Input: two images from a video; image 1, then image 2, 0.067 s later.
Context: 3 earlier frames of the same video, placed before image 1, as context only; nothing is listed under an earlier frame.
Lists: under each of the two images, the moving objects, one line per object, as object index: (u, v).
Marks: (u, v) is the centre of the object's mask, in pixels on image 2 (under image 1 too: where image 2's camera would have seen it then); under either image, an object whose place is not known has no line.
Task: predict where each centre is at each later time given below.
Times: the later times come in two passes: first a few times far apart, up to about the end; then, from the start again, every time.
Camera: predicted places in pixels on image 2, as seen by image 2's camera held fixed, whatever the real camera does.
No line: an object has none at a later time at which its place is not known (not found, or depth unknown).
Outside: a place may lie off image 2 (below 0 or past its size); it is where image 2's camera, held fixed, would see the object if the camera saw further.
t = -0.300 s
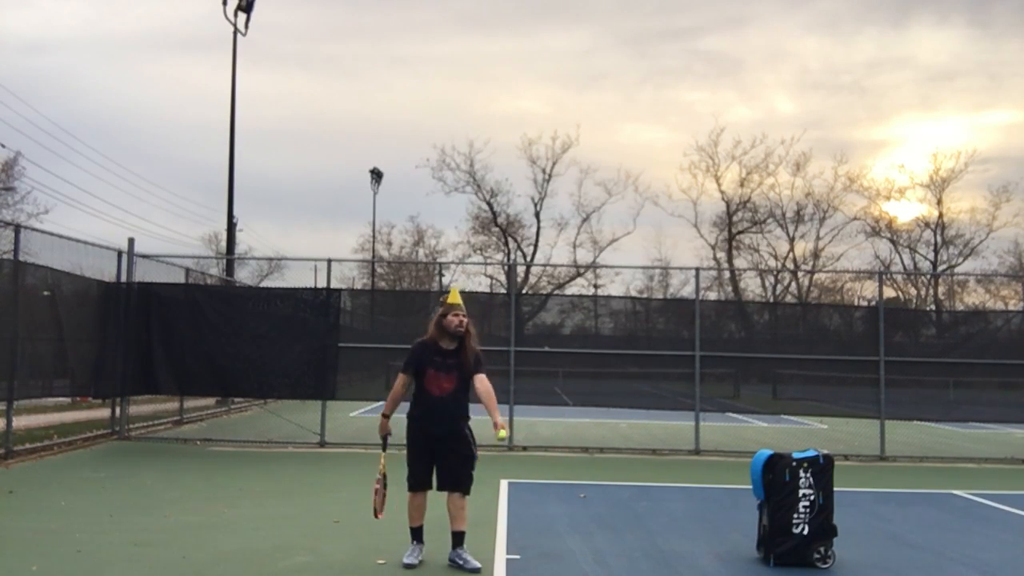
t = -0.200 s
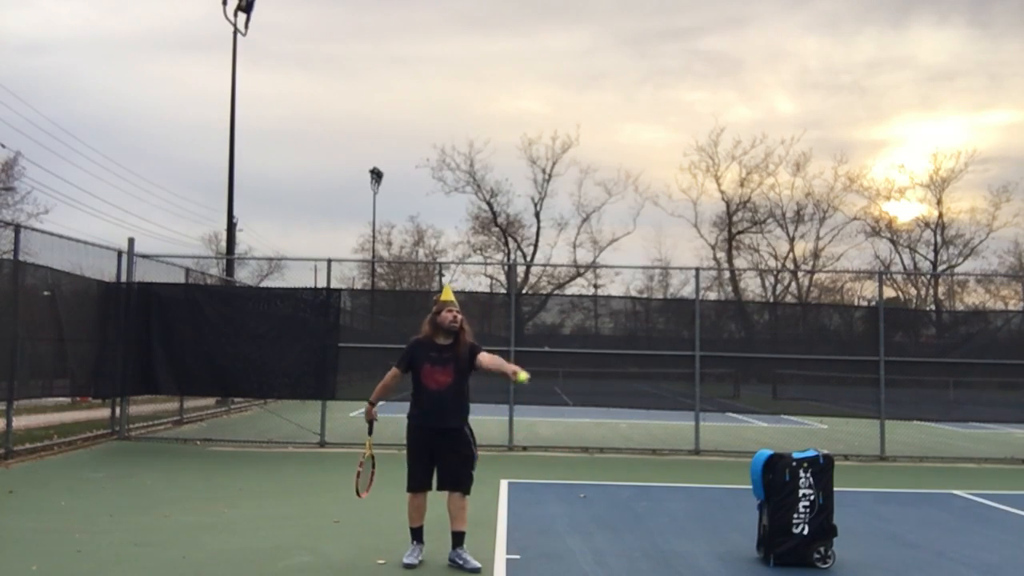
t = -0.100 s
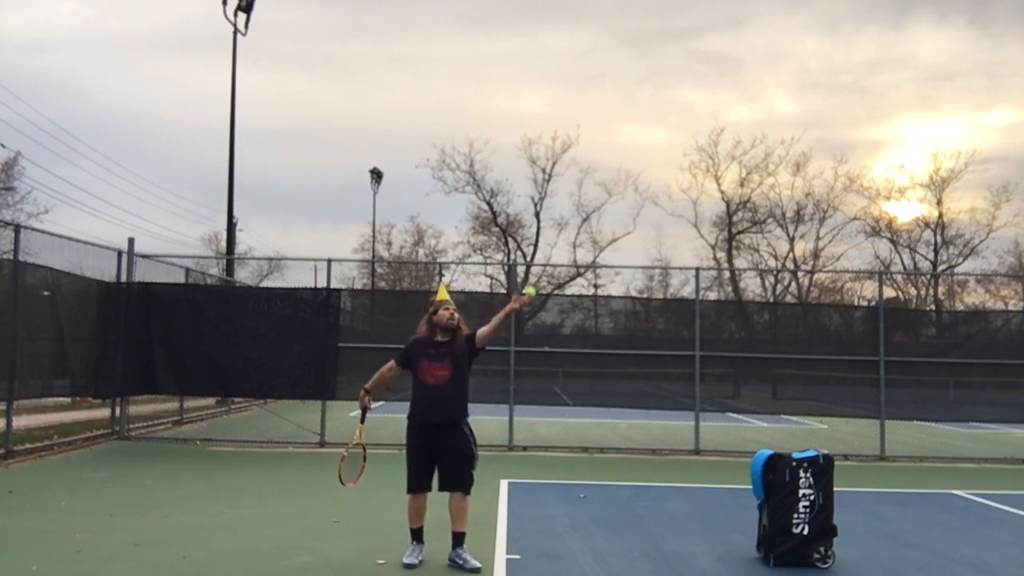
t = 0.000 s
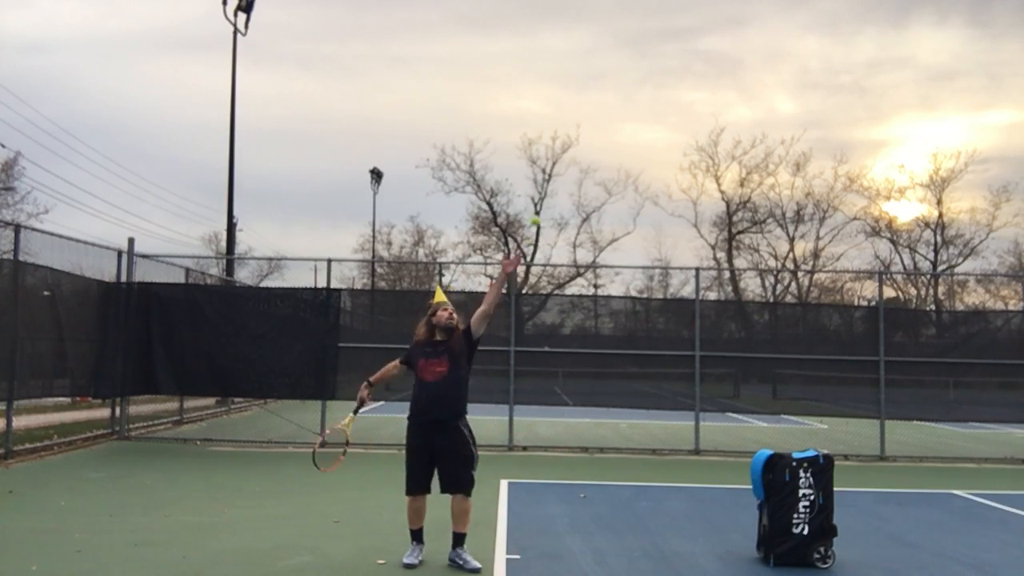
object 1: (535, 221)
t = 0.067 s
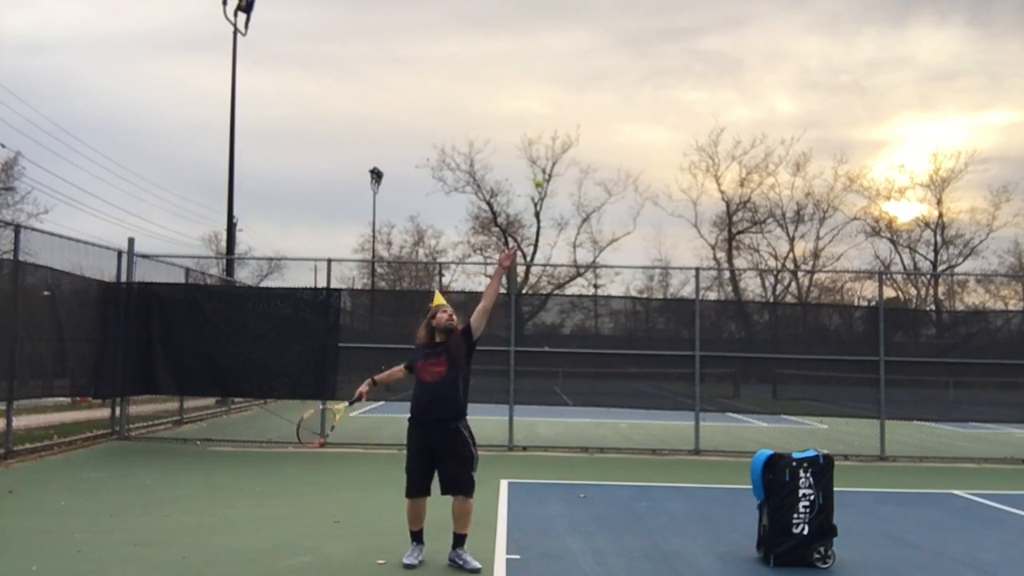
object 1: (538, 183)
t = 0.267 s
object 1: (547, 107)
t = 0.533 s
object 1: (556, 96)
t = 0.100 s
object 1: (540, 166)
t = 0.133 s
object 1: (541, 151)
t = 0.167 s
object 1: (542, 137)
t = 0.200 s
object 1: (544, 125)
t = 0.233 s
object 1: (545, 114)
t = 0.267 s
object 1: (547, 107)
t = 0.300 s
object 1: (548, 100)
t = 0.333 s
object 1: (549, 95)
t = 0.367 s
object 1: (550, 91)
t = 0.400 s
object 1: (551, 89)
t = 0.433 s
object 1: (553, 89)
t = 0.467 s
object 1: (554, 89)
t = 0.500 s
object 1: (555, 92)
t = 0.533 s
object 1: (556, 96)
